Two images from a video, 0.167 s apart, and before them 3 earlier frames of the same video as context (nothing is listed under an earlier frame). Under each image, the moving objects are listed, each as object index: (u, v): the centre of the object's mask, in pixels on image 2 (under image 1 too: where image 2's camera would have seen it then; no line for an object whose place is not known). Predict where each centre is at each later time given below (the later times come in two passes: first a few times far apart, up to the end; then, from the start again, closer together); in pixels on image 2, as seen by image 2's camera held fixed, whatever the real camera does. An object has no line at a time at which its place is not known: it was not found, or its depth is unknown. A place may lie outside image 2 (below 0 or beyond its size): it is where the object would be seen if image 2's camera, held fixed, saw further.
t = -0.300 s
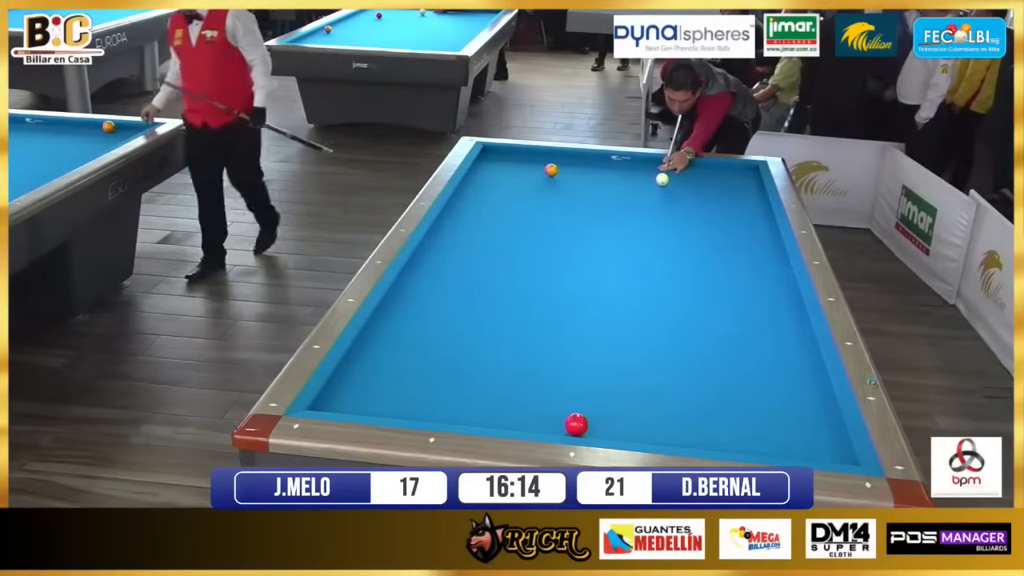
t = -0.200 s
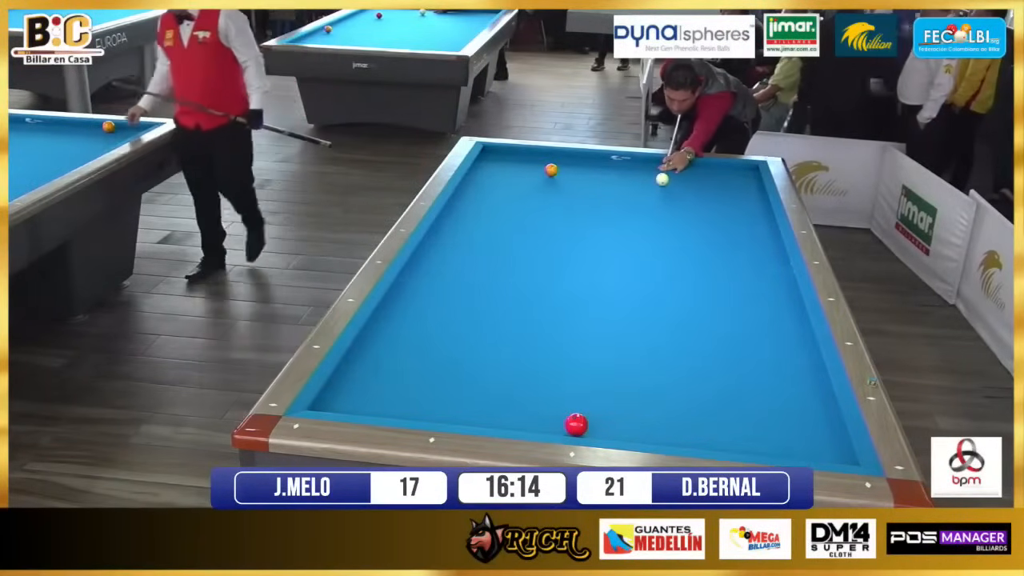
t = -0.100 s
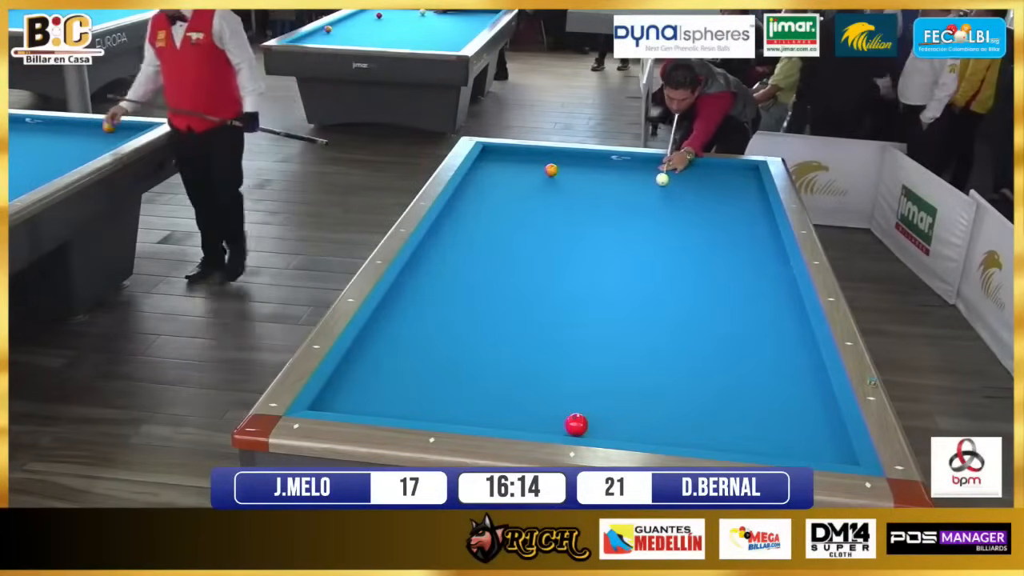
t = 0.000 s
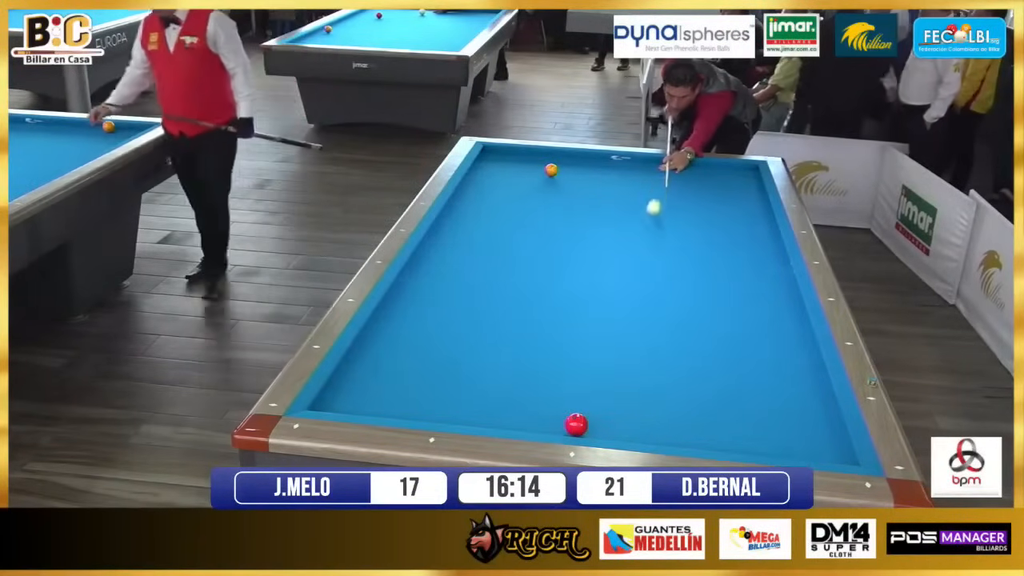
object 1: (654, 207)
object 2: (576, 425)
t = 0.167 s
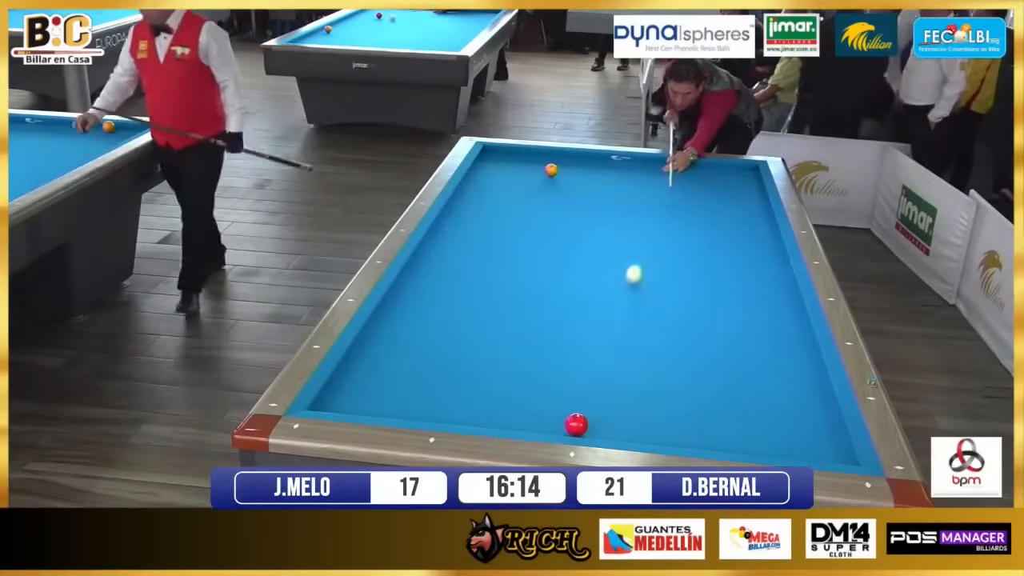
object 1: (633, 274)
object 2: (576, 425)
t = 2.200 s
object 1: (468, 198)
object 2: (587, 167)
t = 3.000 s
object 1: (538, 169)
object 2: (690, 189)
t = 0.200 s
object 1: (629, 290)
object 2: (576, 425)
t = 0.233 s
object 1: (624, 307)
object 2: (576, 425)
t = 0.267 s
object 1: (618, 326)
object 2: (576, 425)
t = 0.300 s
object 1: (612, 346)
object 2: (576, 425)
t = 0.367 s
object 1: (600, 390)
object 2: (576, 425)
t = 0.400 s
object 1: (594, 414)
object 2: (576, 425)
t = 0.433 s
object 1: (612, 427)
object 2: (553, 426)
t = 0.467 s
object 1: (636, 436)
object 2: (540, 413)
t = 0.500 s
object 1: (659, 431)
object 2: (527, 402)
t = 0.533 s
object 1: (682, 424)
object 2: (516, 389)
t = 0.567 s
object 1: (703, 418)
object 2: (505, 378)
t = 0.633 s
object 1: (746, 406)
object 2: (485, 356)
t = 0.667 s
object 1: (765, 401)
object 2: (476, 347)
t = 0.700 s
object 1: (783, 396)
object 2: (469, 337)
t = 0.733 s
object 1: (802, 391)
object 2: (461, 329)
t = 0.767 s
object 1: (818, 387)
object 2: (454, 321)
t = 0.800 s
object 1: (811, 379)
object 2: (447, 314)
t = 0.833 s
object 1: (795, 372)
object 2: (442, 307)
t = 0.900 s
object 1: (766, 358)
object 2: (432, 294)
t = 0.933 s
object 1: (752, 351)
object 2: (427, 289)
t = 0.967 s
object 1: (740, 345)
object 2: (422, 283)
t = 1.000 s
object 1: (729, 339)
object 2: (417, 277)
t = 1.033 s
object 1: (719, 334)
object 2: (413, 272)
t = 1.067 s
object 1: (709, 328)
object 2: (412, 267)
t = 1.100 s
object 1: (699, 323)
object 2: (421, 262)
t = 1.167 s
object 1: (680, 313)
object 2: (436, 255)
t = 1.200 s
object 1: (671, 307)
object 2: (443, 251)
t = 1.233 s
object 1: (662, 302)
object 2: (449, 248)
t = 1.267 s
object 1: (653, 298)
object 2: (456, 244)
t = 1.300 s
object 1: (644, 293)
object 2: (462, 240)
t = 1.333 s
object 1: (636, 289)
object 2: (468, 237)
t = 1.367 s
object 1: (628, 285)
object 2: (474, 234)
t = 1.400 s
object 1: (619, 280)
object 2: (479, 231)
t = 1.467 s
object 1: (604, 272)
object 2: (490, 224)
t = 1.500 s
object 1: (596, 267)
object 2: (495, 221)
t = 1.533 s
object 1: (589, 264)
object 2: (501, 218)
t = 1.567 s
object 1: (582, 259)
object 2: (506, 215)
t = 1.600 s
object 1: (575, 256)
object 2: (511, 212)
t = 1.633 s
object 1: (567, 251)
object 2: (516, 209)
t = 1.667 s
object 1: (561, 248)
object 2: (521, 206)
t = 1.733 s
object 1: (547, 241)
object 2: (530, 201)
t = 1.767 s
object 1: (541, 238)
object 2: (534, 198)
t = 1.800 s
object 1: (535, 234)
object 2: (539, 195)
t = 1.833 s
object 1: (528, 231)
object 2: (544, 192)
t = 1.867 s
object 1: (523, 228)
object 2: (548, 190)
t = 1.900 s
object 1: (516, 224)
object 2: (552, 187)
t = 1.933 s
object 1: (511, 221)
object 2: (556, 185)
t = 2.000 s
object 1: (499, 215)
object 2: (565, 181)
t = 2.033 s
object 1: (494, 212)
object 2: (569, 178)
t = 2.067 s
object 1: (488, 209)
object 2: (573, 175)
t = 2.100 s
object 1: (483, 206)
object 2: (576, 173)
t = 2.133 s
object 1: (478, 203)
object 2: (580, 171)
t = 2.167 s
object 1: (473, 200)
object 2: (583, 169)
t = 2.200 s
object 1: (468, 198)
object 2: (587, 167)
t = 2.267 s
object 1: (459, 193)
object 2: (595, 163)
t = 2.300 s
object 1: (466, 192)
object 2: (598, 160)
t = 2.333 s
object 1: (471, 191)
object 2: (602, 158)
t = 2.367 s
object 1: (476, 189)
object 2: (605, 157)
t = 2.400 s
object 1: (480, 188)
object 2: (608, 158)
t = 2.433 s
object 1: (485, 187)
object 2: (613, 159)
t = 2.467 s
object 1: (488, 186)
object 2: (618, 161)
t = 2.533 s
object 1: (496, 184)
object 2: (626, 165)
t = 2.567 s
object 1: (500, 183)
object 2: (630, 166)
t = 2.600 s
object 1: (503, 182)
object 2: (634, 168)
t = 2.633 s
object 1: (507, 180)
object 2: (639, 170)
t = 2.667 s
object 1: (511, 179)
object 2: (643, 172)
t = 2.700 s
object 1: (514, 178)
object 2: (648, 173)
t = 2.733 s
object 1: (518, 177)
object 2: (652, 175)
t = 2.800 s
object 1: (525, 175)
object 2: (661, 178)
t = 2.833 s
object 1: (528, 174)
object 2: (666, 180)
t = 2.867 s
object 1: (531, 173)
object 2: (671, 182)
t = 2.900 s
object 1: (535, 172)
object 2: (675, 184)
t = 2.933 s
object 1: (538, 171)
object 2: (680, 186)
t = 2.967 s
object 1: (538, 170)
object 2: (685, 187)
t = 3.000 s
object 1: (538, 169)
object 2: (690, 189)
